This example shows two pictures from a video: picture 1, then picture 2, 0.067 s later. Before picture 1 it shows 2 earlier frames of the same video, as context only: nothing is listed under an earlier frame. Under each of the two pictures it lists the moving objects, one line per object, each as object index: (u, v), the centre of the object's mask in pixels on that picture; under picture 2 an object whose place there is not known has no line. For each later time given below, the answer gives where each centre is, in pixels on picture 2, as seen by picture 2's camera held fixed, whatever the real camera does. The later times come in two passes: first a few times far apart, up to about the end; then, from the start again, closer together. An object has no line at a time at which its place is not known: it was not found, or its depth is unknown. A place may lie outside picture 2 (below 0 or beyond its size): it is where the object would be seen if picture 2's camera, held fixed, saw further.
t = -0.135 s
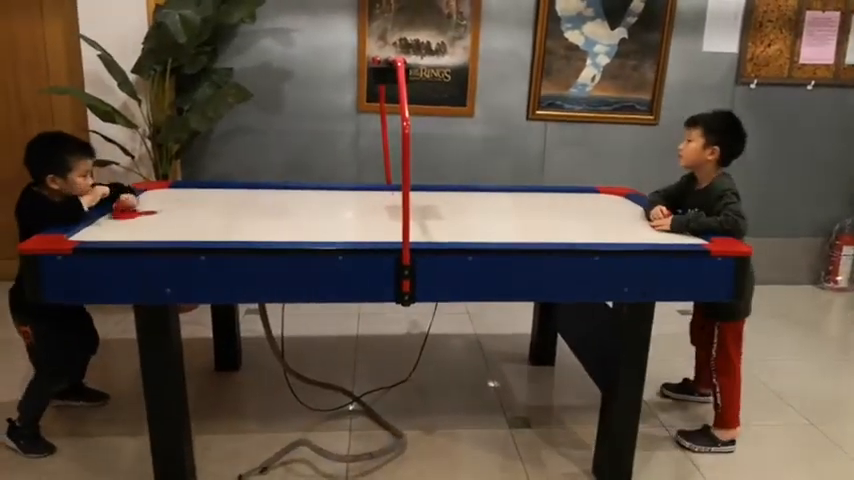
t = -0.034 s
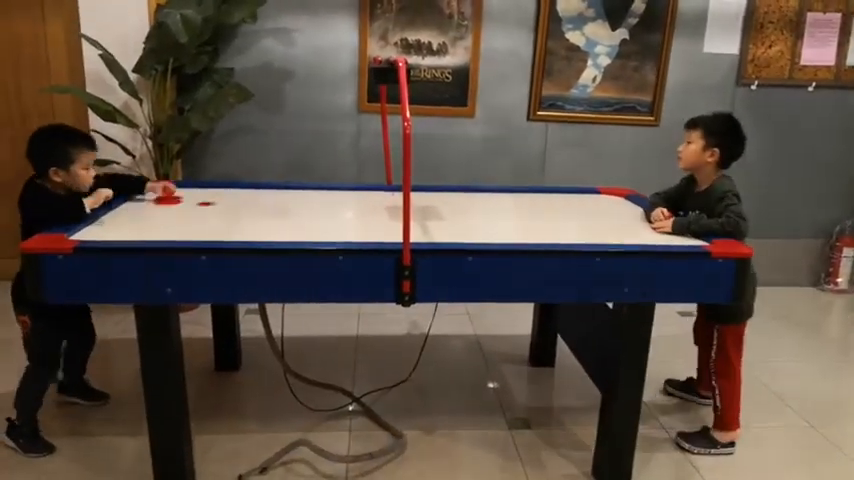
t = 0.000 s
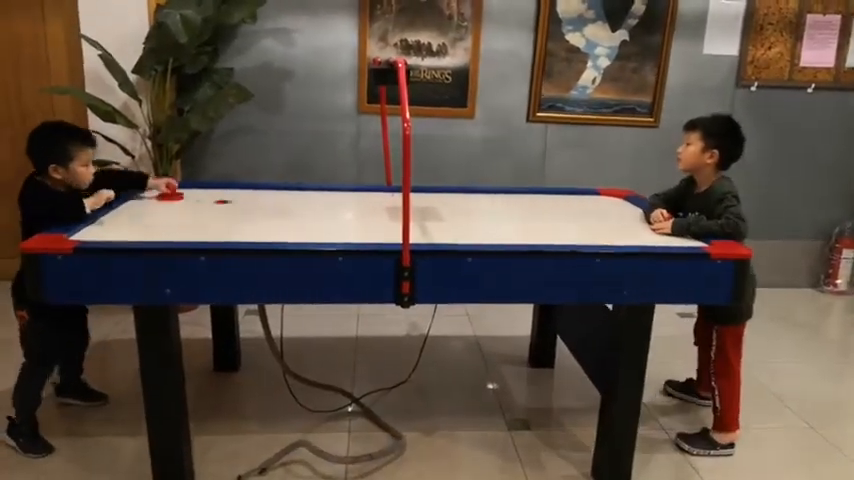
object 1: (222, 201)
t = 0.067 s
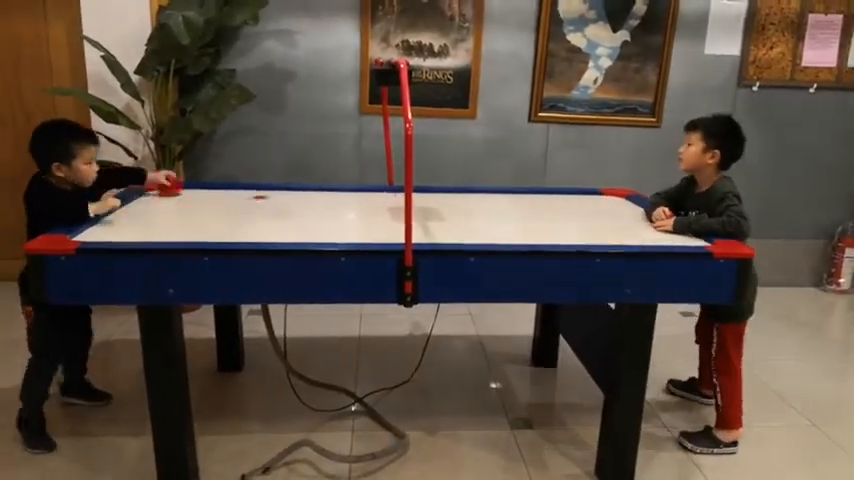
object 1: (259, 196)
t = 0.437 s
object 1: (390, 209)
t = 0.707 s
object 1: (495, 232)
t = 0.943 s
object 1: (580, 240)
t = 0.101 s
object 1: (276, 195)
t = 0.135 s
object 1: (291, 193)
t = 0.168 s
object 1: (303, 192)
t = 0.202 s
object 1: (314, 194)
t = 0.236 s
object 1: (324, 196)
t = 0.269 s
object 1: (333, 196)
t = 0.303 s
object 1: (345, 198)
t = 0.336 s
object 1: (357, 201)
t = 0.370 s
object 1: (367, 204)
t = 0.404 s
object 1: (378, 206)
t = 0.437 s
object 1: (390, 209)
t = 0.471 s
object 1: (399, 211)
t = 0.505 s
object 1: (417, 214)
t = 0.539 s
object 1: (427, 217)
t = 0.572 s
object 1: (441, 219)
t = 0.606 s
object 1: (455, 223)
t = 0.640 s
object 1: (467, 226)
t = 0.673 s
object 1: (481, 229)
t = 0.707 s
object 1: (495, 232)
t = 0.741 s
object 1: (511, 235)
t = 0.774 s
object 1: (527, 239)
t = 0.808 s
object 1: (542, 242)
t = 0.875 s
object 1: (564, 244)
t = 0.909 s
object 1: (573, 243)
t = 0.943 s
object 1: (580, 240)
